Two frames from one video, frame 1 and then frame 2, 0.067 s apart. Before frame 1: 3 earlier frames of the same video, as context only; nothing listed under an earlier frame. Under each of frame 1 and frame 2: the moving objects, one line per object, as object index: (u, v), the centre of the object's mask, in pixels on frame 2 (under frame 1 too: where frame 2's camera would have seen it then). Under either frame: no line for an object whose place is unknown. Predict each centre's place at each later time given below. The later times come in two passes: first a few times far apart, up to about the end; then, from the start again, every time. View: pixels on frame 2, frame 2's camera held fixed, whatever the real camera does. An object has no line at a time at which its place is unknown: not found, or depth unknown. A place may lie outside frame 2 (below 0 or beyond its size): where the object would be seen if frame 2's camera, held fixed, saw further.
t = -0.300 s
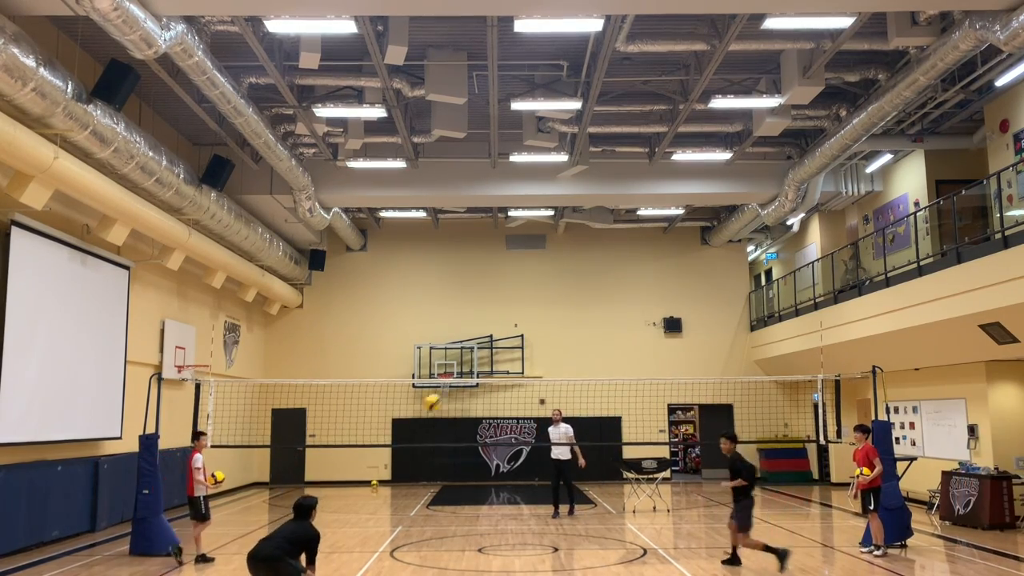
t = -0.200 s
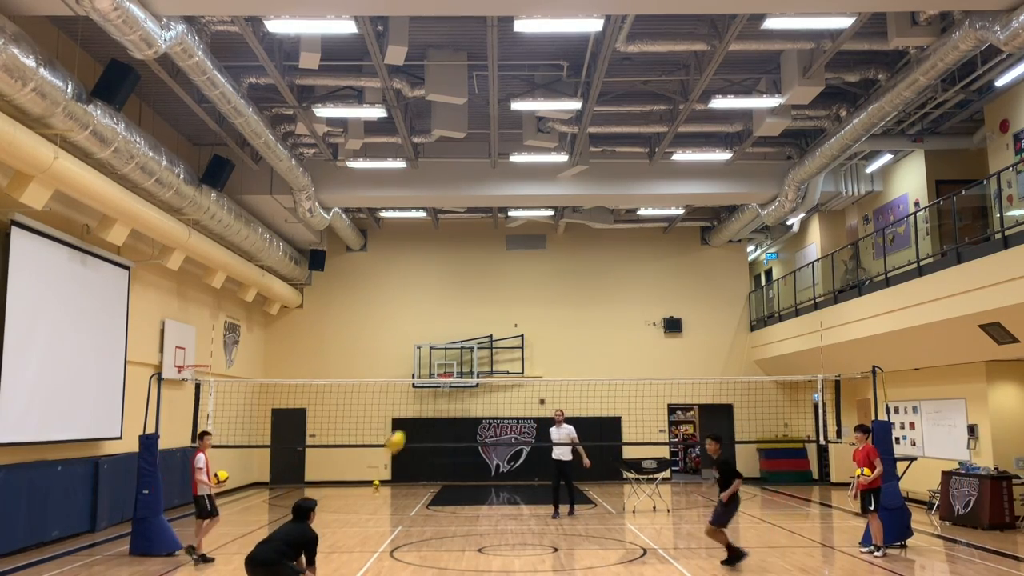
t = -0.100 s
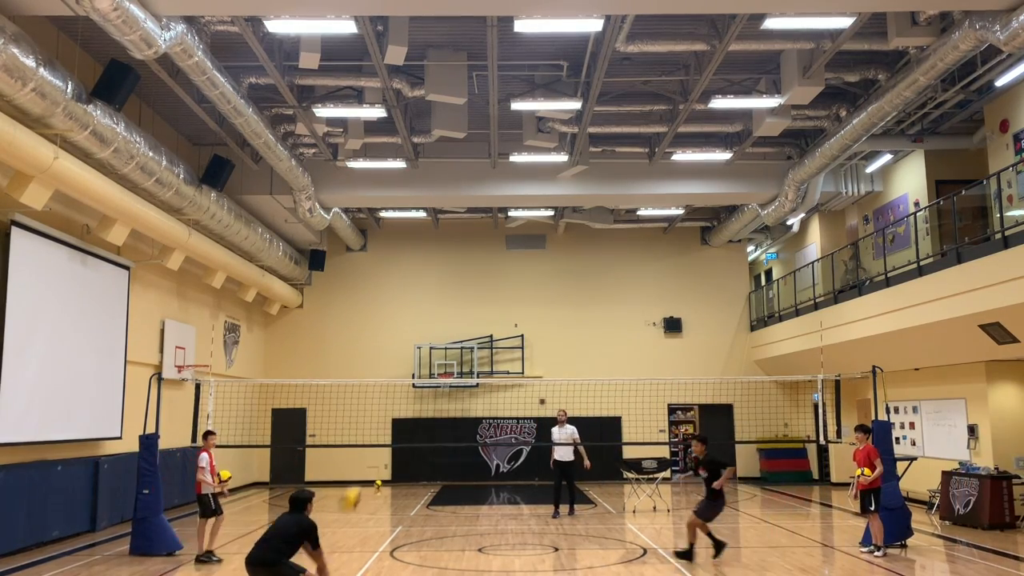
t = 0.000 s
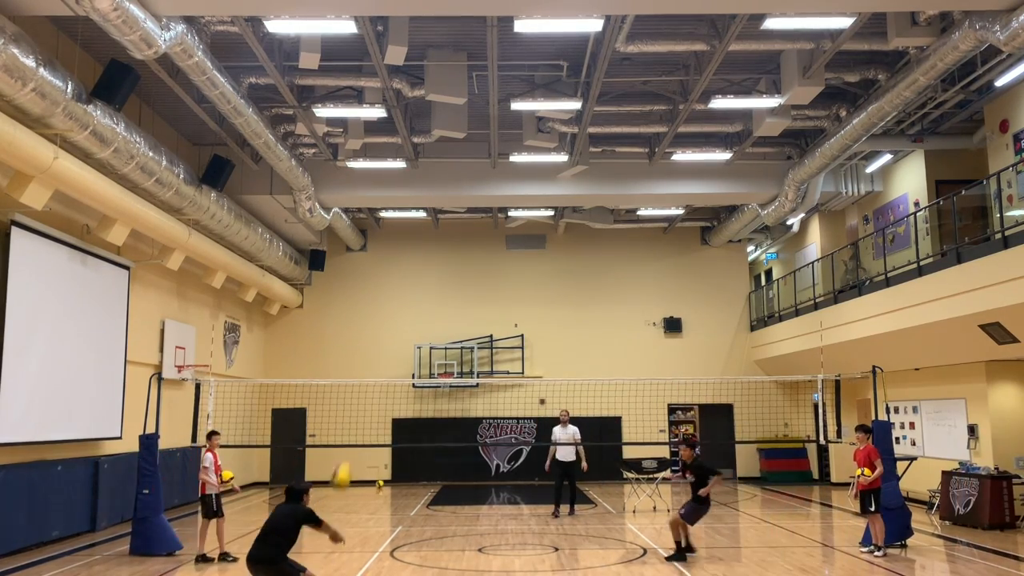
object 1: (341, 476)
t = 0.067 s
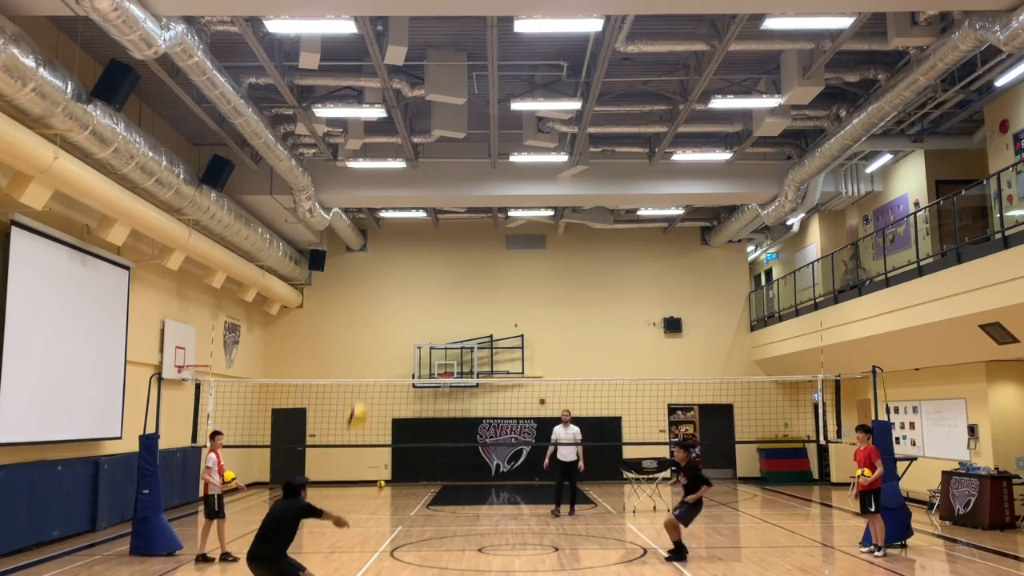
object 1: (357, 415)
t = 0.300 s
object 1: (402, 262)
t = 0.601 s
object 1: (450, 162)
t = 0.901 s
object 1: (491, 141)
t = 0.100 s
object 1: (364, 388)
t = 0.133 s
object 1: (370, 364)
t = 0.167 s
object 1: (377, 339)
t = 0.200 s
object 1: (382, 318)
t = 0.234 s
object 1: (390, 298)
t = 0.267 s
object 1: (396, 278)
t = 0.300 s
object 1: (402, 262)
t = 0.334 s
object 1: (407, 246)
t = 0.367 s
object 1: (413, 232)
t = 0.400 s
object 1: (419, 218)
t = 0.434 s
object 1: (425, 205)
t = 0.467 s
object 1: (429, 194)
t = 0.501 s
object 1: (435, 185)
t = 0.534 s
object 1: (440, 175)
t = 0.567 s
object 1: (445, 169)
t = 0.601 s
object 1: (450, 162)
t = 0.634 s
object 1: (455, 156)
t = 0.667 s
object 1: (460, 151)
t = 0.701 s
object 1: (465, 147)
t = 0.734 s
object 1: (469, 144)
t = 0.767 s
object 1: (473, 141)
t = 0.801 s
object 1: (478, 140)
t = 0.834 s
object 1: (483, 140)
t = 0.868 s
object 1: (487, 141)
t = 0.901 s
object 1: (491, 141)
